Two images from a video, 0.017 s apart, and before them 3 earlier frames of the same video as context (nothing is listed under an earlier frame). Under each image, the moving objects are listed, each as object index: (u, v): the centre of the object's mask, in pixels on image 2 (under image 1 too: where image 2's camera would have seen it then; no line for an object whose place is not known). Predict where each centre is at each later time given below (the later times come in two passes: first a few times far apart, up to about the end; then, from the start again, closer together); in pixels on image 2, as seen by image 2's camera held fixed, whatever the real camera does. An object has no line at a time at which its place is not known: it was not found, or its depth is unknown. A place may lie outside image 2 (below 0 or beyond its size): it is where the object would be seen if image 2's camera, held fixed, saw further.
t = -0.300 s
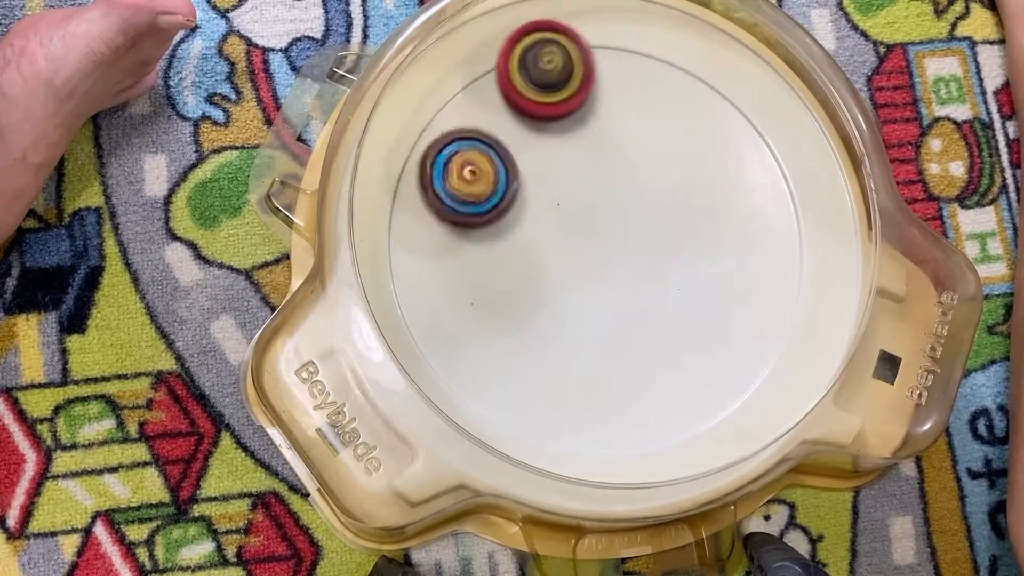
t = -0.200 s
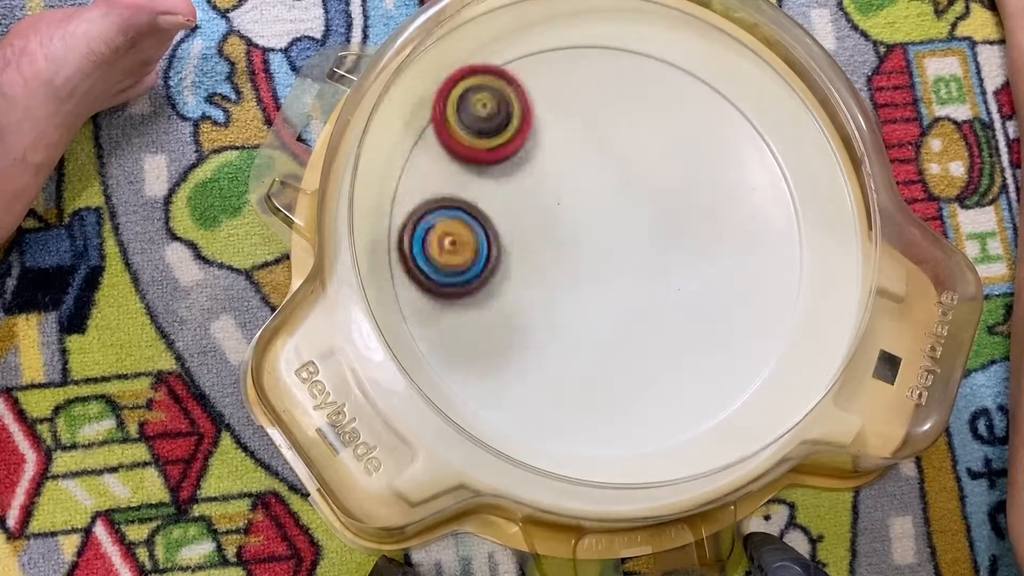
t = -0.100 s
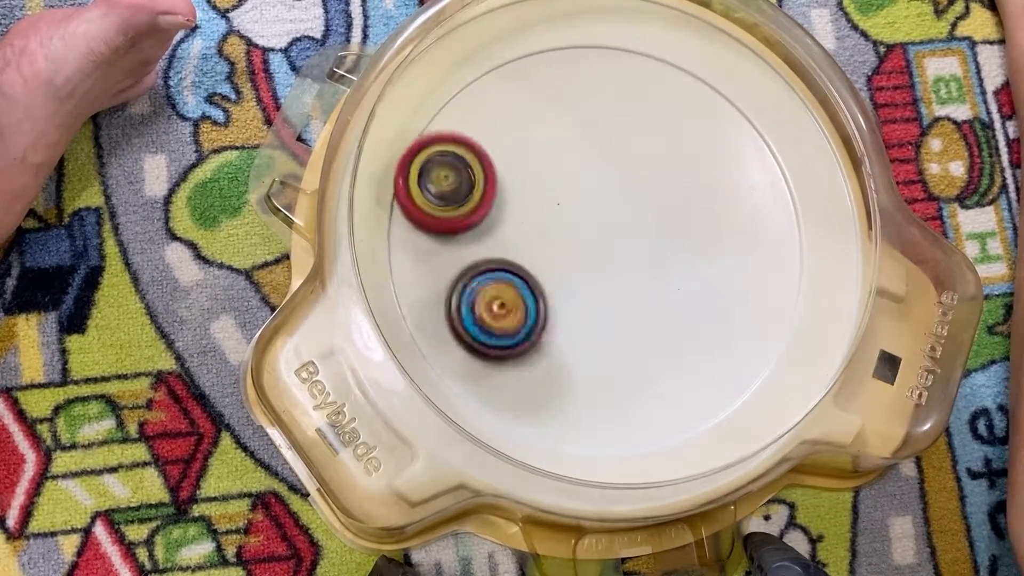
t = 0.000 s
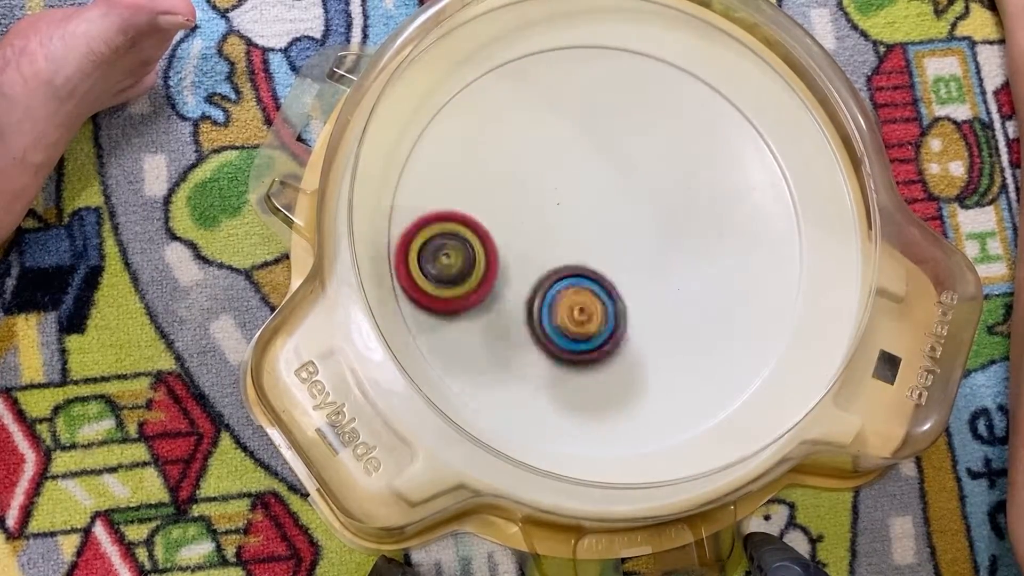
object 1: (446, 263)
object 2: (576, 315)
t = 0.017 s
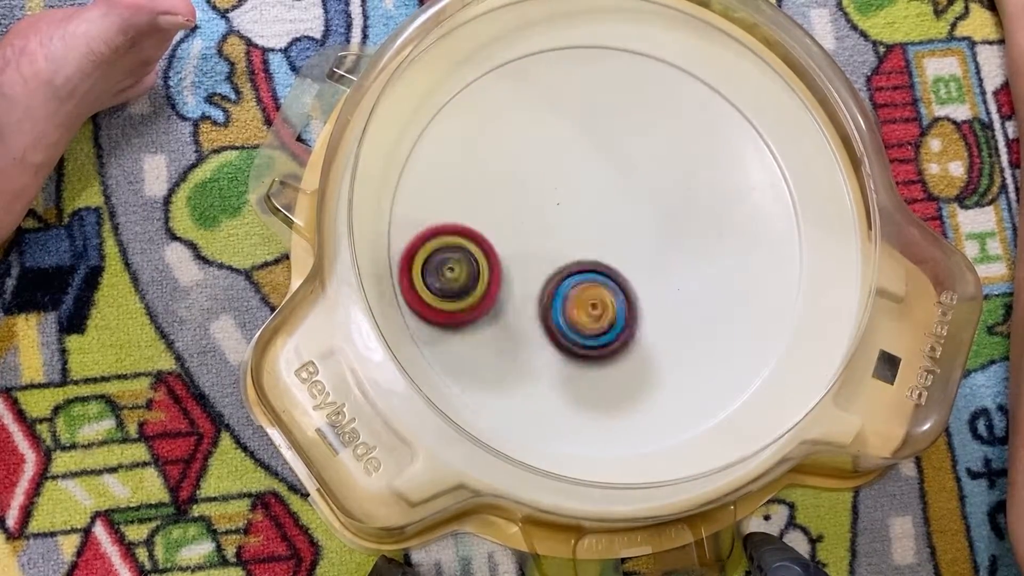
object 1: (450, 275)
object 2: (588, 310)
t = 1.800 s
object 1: (722, 215)
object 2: (674, 329)
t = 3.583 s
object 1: (537, 304)
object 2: (490, 203)
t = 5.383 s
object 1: (620, 247)
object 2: (534, 180)
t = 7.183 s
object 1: (604, 221)
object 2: (733, 325)
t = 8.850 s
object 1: (714, 288)
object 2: (664, 143)
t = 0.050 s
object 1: (461, 299)
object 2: (610, 296)
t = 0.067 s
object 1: (468, 310)
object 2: (621, 287)
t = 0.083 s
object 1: (476, 321)
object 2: (631, 276)
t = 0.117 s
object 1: (495, 341)
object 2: (649, 251)
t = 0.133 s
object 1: (506, 349)
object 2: (655, 239)
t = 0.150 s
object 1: (517, 356)
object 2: (659, 226)
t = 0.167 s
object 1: (529, 362)
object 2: (661, 213)
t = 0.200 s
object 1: (554, 372)
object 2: (661, 186)
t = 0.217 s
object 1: (567, 376)
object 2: (658, 171)
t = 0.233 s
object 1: (580, 378)
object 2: (654, 157)
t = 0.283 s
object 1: (617, 377)
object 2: (636, 124)
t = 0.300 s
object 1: (630, 375)
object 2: (627, 116)
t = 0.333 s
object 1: (655, 367)
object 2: (607, 104)
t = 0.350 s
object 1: (667, 362)
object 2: (598, 100)
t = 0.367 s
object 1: (677, 356)
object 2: (587, 97)
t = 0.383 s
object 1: (688, 348)
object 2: (577, 97)
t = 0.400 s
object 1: (697, 341)
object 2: (567, 98)
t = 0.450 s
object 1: (719, 313)
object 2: (539, 109)
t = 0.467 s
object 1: (725, 303)
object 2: (531, 116)
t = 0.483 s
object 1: (729, 292)
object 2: (524, 124)
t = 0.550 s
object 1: (738, 248)
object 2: (508, 163)
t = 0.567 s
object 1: (738, 237)
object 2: (507, 175)
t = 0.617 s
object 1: (730, 203)
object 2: (512, 207)
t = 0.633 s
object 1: (725, 193)
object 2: (516, 219)
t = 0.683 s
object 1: (706, 163)
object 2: (538, 249)
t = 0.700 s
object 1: (698, 154)
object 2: (546, 257)
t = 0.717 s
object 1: (689, 146)
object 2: (556, 265)
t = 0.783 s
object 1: (648, 122)
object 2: (598, 282)
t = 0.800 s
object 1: (638, 118)
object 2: (611, 284)
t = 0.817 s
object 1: (627, 116)
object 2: (622, 284)
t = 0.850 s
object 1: (605, 116)
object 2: (642, 281)
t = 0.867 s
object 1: (594, 116)
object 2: (654, 280)
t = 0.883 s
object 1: (584, 118)
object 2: (665, 276)
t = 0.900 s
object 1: (574, 121)
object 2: (675, 271)
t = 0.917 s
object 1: (565, 125)
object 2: (684, 266)
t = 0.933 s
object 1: (555, 129)
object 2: (692, 262)
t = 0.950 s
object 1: (546, 135)
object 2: (700, 255)
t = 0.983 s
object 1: (530, 148)
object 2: (713, 240)
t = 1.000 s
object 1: (523, 156)
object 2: (717, 231)
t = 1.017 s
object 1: (516, 163)
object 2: (721, 223)
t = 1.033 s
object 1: (511, 172)
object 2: (724, 214)
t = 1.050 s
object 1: (506, 181)
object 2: (724, 205)
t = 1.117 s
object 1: (493, 220)
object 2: (717, 171)
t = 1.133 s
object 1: (492, 231)
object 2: (713, 164)
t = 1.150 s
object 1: (492, 242)
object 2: (707, 157)
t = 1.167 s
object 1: (493, 252)
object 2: (701, 152)
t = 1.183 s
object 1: (495, 262)
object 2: (693, 146)
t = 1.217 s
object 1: (503, 282)
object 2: (677, 139)
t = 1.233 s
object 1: (508, 291)
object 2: (669, 137)
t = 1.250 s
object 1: (514, 300)
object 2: (658, 135)
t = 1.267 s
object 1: (520, 308)
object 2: (649, 136)
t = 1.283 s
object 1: (527, 315)
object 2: (640, 138)
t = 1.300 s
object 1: (535, 322)
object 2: (632, 141)
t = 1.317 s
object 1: (543, 328)
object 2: (622, 143)
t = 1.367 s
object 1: (569, 344)
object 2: (600, 164)
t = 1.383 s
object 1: (579, 348)
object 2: (594, 171)
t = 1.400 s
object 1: (589, 350)
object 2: (587, 180)
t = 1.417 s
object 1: (599, 351)
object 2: (583, 189)
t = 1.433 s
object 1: (609, 351)
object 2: (579, 200)
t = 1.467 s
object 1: (629, 349)
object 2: (574, 220)
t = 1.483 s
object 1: (638, 347)
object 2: (573, 231)
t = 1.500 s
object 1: (647, 345)
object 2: (574, 241)
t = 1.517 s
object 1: (657, 342)
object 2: (575, 250)
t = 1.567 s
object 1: (682, 327)
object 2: (584, 281)
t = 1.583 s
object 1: (692, 322)
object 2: (587, 288)
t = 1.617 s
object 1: (706, 308)
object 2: (595, 303)
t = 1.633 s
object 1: (711, 301)
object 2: (601, 308)
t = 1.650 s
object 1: (716, 293)
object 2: (608, 314)
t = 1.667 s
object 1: (720, 284)
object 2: (614, 319)
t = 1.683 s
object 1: (723, 276)
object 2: (622, 324)
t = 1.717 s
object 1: (727, 259)
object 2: (636, 329)
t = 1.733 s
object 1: (727, 250)
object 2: (644, 331)
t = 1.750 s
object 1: (727, 241)
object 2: (653, 332)
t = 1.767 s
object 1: (726, 232)
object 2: (661, 332)
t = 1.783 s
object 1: (724, 224)
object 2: (667, 331)
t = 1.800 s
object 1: (722, 215)
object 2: (674, 329)
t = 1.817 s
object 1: (718, 207)
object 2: (681, 327)
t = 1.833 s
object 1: (714, 199)
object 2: (687, 322)
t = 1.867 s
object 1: (703, 184)
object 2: (696, 314)
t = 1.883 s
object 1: (697, 177)
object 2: (701, 307)
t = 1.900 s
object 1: (689, 170)
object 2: (702, 301)
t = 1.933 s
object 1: (674, 159)
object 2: (705, 289)
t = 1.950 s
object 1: (666, 154)
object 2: (705, 281)
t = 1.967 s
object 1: (657, 151)
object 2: (703, 274)
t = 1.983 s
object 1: (648, 147)
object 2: (701, 267)
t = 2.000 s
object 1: (639, 145)
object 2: (699, 259)
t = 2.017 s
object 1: (630, 143)
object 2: (693, 252)
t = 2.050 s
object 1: (611, 141)
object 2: (683, 241)
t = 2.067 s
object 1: (601, 142)
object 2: (676, 234)
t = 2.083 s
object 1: (592, 144)
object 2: (668, 229)
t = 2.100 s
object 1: (584, 148)
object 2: (660, 226)
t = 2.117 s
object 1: (575, 152)
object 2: (652, 222)
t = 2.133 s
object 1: (566, 154)
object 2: (644, 221)
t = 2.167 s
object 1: (541, 148)
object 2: (634, 230)
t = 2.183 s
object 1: (530, 147)
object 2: (629, 233)
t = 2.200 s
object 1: (519, 148)
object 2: (622, 237)
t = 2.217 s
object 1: (511, 151)
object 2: (617, 242)
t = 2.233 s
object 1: (503, 155)
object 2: (613, 246)
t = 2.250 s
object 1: (496, 160)
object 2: (607, 250)
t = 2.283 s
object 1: (484, 172)
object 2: (601, 260)
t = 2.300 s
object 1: (479, 179)
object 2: (596, 264)
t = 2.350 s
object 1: (468, 202)
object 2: (590, 280)
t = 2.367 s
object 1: (466, 211)
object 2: (588, 285)
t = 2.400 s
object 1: (462, 228)
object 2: (588, 294)
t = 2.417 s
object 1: (461, 237)
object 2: (587, 300)
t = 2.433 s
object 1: (461, 246)
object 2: (588, 305)
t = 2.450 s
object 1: (462, 255)
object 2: (590, 308)
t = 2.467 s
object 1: (463, 264)
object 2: (590, 312)
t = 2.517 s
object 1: (472, 291)
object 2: (596, 320)
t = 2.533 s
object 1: (477, 299)
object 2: (598, 322)
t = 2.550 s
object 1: (483, 307)
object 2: (601, 323)
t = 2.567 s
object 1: (490, 314)
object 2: (603, 323)
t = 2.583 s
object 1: (496, 321)
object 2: (605, 325)
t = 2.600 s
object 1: (503, 327)
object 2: (609, 324)
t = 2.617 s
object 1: (502, 331)
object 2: (618, 325)
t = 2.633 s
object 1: (501, 334)
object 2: (627, 326)
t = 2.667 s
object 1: (503, 340)
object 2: (642, 322)
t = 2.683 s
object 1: (508, 343)
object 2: (648, 320)
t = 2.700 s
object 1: (514, 347)
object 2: (655, 316)
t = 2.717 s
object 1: (521, 350)
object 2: (660, 312)
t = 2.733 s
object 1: (528, 354)
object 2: (665, 308)
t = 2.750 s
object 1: (536, 357)
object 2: (670, 302)
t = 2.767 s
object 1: (545, 359)
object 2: (673, 296)
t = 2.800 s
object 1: (564, 359)
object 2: (679, 282)
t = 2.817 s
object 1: (573, 356)
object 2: (680, 275)
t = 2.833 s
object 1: (582, 354)
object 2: (681, 269)
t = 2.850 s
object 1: (590, 349)
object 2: (681, 261)
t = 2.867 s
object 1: (598, 344)
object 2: (680, 254)
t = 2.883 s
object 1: (605, 337)
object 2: (679, 248)
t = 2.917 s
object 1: (616, 323)
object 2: (672, 233)
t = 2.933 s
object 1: (620, 316)
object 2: (669, 226)
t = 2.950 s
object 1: (618, 314)
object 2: (672, 214)
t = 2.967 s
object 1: (615, 314)
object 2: (675, 198)
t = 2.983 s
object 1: (613, 313)
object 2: (677, 185)
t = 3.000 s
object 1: (611, 309)
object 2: (676, 173)
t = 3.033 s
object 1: (608, 298)
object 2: (668, 149)
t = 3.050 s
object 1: (608, 291)
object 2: (663, 139)
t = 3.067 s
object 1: (608, 284)
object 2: (656, 130)
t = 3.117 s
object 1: (602, 262)
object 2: (634, 103)
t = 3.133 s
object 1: (599, 255)
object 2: (626, 97)
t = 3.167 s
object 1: (591, 241)
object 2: (605, 84)
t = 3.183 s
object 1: (586, 235)
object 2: (596, 80)
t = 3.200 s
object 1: (582, 230)
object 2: (585, 78)
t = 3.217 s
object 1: (577, 225)
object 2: (575, 76)
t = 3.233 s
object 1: (571, 220)
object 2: (564, 76)
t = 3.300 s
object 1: (546, 207)
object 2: (525, 88)
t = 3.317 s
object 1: (540, 205)
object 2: (517, 95)
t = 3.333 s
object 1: (533, 205)
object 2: (510, 102)
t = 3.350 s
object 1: (529, 212)
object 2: (503, 103)
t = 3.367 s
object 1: (524, 219)
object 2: (495, 105)
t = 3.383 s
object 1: (519, 224)
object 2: (488, 107)
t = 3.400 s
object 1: (514, 230)
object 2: (482, 112)
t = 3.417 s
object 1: (511, 235)
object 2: (477, 118)
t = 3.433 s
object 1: (508, 242)
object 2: (473, 126)
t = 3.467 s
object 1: (506, 254)
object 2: (468, 142)
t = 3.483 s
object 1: (507, 261)
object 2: (467, 151)
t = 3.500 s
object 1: (510, 267)
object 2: (468, 161)
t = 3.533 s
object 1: (517, 280)
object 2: (474, 181)
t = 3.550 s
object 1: (523, 289)
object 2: (477, 188)
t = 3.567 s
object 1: (530, 298)
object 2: (483, 195)
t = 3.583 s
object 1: (537, 304)
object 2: (490, 203)
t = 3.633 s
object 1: (561, 319)
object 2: (513, 222)
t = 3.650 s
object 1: (570, 324)
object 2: (522, 227)
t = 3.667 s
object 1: (579, 328)
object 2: (532, 231)
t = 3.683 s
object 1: (588, 331)
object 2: (542, 233)
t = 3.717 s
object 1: (607, 336)
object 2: (564, 234)
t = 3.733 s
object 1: (615, 336)
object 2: (574, 233)
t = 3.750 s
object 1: (624, 337)
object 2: (585, 232)
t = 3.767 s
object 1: (632, 335)
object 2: (595, 230)
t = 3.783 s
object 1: (640, 333)
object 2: (605, 227)
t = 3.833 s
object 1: (663, 325)
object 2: (634, 216)
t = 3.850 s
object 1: (669, 322)
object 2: (643, 211)
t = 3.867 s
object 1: (675, 318)
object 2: (651, 206)
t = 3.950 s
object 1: (702, 291)
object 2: (683, 172)
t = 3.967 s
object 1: (705, 284)
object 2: (688, 164)
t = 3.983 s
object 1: (708, 278)
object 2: (692, 157)
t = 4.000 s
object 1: (711, 271)
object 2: (694, 150)
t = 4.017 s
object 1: (713, 264)
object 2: (696, 142)
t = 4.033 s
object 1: (714, 257)
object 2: (697, 135)
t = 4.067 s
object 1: (716, 242)
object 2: (696, 121)
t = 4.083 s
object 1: (715, 234)
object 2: (694, 115)
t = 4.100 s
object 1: (714, 227)
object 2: (692, 110)
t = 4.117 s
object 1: (712, 220)
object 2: (688, 105)
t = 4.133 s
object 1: (709, 213)
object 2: (683, 101)
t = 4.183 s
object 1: (697, 197)
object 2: (665, 91)
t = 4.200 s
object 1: (694, 199)
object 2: (657, 84)
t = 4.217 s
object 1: (689, 201)
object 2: (650, 79)
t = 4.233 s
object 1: (683, 202)
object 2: (639, 77)
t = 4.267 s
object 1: (671, 201)
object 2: (621, 76)
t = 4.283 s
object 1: (664, 201)
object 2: (612, 78)
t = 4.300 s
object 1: (658, 202)
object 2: (602, 80)
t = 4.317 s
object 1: (651, 202)
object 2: (594, 85)
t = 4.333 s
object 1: (644, 204)
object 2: (585, 89)
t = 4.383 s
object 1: (626, 214)
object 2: (566, 113)
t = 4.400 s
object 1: (621, 218)
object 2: (561, 122)
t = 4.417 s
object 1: (616, 224)
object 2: (556, 132)
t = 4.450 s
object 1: (610, 239)
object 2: (550, 147)
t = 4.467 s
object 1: (609, 250)
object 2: (544, 154)
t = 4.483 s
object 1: (608, 259)
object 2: (540, 162)
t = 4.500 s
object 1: (607, 267)
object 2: (536, 170)
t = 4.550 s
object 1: (610, 288)
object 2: (531, 198)
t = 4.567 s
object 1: (612, 295)
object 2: (532, 206)
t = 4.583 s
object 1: (615, 301)
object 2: (534, 216)
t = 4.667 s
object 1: (636, 329)
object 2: (552, 257)
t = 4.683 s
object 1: (644, 338)
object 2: (555, 259)
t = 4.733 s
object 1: (667, 353)
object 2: (565, 270)
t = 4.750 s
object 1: (674, 356)
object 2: (570, 273)
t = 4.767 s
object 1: (682, 358)
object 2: (574, 276)
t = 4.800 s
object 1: (696, 360)
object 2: (585, 280)
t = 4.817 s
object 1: (703, 360)
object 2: (591, 280)
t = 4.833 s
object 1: (711, 359)
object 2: (596, 281)
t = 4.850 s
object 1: (717, 357)
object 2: (602, 280)
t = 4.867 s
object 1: (724, 355)
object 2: (607, 280)
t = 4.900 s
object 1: (735, 346)
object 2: (618, 277)
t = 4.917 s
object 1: (739, 342)
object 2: (624, 274)
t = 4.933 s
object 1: (743, 336)
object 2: (628, 272)
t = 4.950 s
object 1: (746, 329)
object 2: (633, 268)
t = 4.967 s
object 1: (747, 323)
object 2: (637, 265)
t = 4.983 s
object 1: (748, 315)
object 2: (641, 261)
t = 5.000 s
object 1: (747, 307)
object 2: (644, 257)
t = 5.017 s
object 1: (746, 300)
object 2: (647, 252)
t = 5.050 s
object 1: (744, 289)
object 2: (646, 240)
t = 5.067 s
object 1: (742, 282)
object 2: (645, 233)
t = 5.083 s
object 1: (738, 277)
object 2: (642, 229)
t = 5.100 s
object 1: (734, 272)
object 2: (639, 222)
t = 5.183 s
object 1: (707, 250)
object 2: (613, 196)
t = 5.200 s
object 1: (700, 247)
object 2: (607, 190)
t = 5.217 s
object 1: (693, 244)
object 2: (601, 188)
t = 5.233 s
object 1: (685, 241)
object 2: (594, 185)
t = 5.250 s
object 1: (677, 240)
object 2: (589, 184)
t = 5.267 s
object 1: (669, 239)
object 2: (582, 182)
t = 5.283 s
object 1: (663, 240)
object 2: (575, 179)
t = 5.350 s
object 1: (634, 243)
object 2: (546, 177)
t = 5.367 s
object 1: (627, 245)
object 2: (539, 177)
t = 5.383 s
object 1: (620, 247)
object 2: (534, 180)
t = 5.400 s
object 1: (614, 249)
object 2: (527, 182)
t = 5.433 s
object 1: (601, 255)
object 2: (518, 188)
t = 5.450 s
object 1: (595, 258)
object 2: (515, 190)
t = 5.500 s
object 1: (580, 272)
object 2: (501, 198)
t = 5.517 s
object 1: (575, 276)
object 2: (497, 201)
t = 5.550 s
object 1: (566, 285)
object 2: (491, 209)
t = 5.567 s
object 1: (563, 290)
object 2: (489, 214)
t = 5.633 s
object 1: (555, 314)
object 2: (483, 227)
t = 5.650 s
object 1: (554, 320)
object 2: (482, 230)
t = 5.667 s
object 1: (554, 326)
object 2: (484, 233)
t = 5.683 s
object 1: (553, 331)
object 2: (484, 237)
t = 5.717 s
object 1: (555, 342)
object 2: (488, 244)
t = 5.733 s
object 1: (556, 348)
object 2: (492, 246)
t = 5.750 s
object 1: (558, 353)
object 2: (495, 250)
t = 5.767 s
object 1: (560, 358)
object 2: (499, 251)
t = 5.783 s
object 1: (563, 363)
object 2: (505, 255)
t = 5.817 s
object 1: (572, 370)
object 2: (516, 258)
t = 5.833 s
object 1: (577, 372)
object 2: (521, 258)
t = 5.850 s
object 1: (583, 374)
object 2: (528, 259)
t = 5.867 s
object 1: (588, 375)
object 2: (534, 260)
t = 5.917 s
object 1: (604, 370)
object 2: (555, 258)
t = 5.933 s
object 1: (610, 367)
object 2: (563, 258)
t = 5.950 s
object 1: (613, 363)
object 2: (570, 256)
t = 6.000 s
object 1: (623, 348)
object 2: (592, 248)
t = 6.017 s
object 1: (626, 348)
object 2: (598, 238)
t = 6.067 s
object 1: (631, 346)
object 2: (614, 209)
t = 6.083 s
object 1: (632, 341)
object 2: (618, 201)
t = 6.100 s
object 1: (632, 336)
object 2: (622, 192)
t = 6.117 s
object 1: (633, 330)
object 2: (626, 184)
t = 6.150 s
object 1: (631, 319)
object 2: (631, 166)
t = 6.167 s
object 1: (630, 312)
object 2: (633, 157)
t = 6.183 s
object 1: (627, 306)
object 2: (635, 149)
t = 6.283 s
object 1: (607, 272)
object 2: (638, 103)
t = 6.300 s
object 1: (602, 267)
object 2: (636, 96)
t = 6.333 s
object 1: (592, 258)
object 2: (632, 87)
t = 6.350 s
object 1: (587, 254)
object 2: (630, 83)
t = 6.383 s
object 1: (577, 247)
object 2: (624, 77)
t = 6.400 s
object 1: (572, 243)
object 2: (620, 75)
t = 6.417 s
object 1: (566, 240)
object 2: (616, 74)
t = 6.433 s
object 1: (560, 237)
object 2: (613, 75)
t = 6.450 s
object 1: (555, 235)
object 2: (610, 75)
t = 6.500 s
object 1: (538, 229)
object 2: (602, 84)
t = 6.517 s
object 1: (533, 228)
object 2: (598, 88)
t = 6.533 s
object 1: (527, 227)
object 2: (596, 93)
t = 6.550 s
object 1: (522, 226)
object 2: (594, 99)
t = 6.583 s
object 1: (511, 226)
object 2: (591, 114)
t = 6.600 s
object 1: (506, 227)
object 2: (590, 121)
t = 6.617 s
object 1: (501, 228)
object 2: (590, 130)
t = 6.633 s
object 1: (496, 230)
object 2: (590, 139)
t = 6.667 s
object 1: (489, 235)
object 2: (592, 156)
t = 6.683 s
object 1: (486, 239)
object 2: (594, 165)
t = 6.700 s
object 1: (483, 242)
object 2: (597, 174)
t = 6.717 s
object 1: (481, 247)
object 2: (598, 183)
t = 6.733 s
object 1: (481, 251)
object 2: (601, 192)
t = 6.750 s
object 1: (481, 256)
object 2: (605, 200)
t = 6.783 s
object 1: (485, 265)
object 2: (612, 217)
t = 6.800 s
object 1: (489, 270)
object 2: (616, 225)
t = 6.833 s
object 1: (498, 276)
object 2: (625, 241)
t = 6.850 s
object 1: (504, 278)
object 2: (630, 249)
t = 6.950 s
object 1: (541, 277)
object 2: (663, 289)
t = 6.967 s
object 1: (548, 276)
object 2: (669, 294)
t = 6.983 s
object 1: (553, 273)
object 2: (675, 300)
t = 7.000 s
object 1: (559, 270)
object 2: (681, 304)
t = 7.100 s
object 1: (587, 246)
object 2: (714, 324)
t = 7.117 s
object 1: (591, 242)
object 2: (719, 325)
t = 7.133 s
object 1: (594, 236)
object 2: (723, 326)
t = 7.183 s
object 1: (604, 221)
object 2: (733, 325)
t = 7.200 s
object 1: (607, 216)
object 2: (734, 325)
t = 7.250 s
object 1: (614, 199)
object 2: (737, 318)
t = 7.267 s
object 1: (616, 194)
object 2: (738, 316)
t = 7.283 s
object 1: (617, 189)
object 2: (735, 315)
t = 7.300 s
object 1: (618, 183)
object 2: (734, 311)
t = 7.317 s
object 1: (619, 178)
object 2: (732, 310)
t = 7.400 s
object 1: (618, 151)
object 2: (712, 295)
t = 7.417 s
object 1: (617, 146)
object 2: (706, 291)
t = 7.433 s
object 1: (615, 142)
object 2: (700, 287)
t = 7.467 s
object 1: (610, 134)
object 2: (685, 281)
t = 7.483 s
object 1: (606, 131)
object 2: (678, 278)
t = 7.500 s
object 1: (602, 129)
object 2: (671, 276)
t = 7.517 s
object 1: (598, 127)
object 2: (663, 273)
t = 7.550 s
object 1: (590, 127)
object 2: (646, 268)
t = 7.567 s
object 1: (585, 129)
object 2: (637, 267)
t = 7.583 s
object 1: (581, 131)
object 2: (630, 265)
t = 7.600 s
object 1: (577, 134)
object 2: (622, 263)
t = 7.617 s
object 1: (574, 138)
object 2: (612, 261)
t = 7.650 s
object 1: (569, 148)
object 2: (595, 260)
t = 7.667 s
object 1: (568, 153)
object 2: (587, 259)
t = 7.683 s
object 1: (567, 159)
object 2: (579, 258)
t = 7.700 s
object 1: (568, 162)
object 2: (569, 261)
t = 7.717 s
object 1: (575, 153)
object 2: (553, 278)
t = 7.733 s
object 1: (580, 146)
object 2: (544, 295)
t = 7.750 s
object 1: (586, 140)
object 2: (536, 311)
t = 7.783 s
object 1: (596, 132)
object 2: (518, 337)
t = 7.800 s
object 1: (600, 132)
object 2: (512, 347)
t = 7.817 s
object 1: (603, 133)
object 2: (508, 356)
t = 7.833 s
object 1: (605, 136)
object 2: (503, 364)
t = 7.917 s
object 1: (620, 148)
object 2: (495, 394)
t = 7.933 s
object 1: (623, 151)
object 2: (496, 397)
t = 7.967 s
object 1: (630, 156)
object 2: (499, 404)
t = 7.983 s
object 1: (634, 157)
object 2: (499, 406)
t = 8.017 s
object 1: (641, 162)
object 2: (495, 411)
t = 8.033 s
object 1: (644, 165)
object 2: (492, 412)
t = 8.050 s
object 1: (648, 167)
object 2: (490, 413)
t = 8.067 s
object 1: (651, 170)
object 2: (488, 412)
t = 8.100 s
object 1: (658, 175)
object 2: (485, 411)
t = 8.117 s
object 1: (662, 176)
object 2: (483, 409)
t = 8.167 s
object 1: (671, 184)
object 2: (482, 400)
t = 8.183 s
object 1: (674, 186)
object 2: (483, 397)
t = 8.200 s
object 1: (677, 189)
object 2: (486, 394)
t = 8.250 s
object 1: (685, 196)
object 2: (501, 387)
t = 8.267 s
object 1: (688, 199)
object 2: (504, 380)
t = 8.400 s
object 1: (702, 219)
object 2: (541, 331)
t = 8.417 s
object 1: (704, 220)
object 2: (545, 325)
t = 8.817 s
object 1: (716, 285)
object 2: (659, 156)
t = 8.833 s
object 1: (716, 286)
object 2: (662, 150)
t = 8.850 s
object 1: (714, 288)
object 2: (664, 143)
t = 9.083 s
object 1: (669, 303)
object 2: (702, 89)
